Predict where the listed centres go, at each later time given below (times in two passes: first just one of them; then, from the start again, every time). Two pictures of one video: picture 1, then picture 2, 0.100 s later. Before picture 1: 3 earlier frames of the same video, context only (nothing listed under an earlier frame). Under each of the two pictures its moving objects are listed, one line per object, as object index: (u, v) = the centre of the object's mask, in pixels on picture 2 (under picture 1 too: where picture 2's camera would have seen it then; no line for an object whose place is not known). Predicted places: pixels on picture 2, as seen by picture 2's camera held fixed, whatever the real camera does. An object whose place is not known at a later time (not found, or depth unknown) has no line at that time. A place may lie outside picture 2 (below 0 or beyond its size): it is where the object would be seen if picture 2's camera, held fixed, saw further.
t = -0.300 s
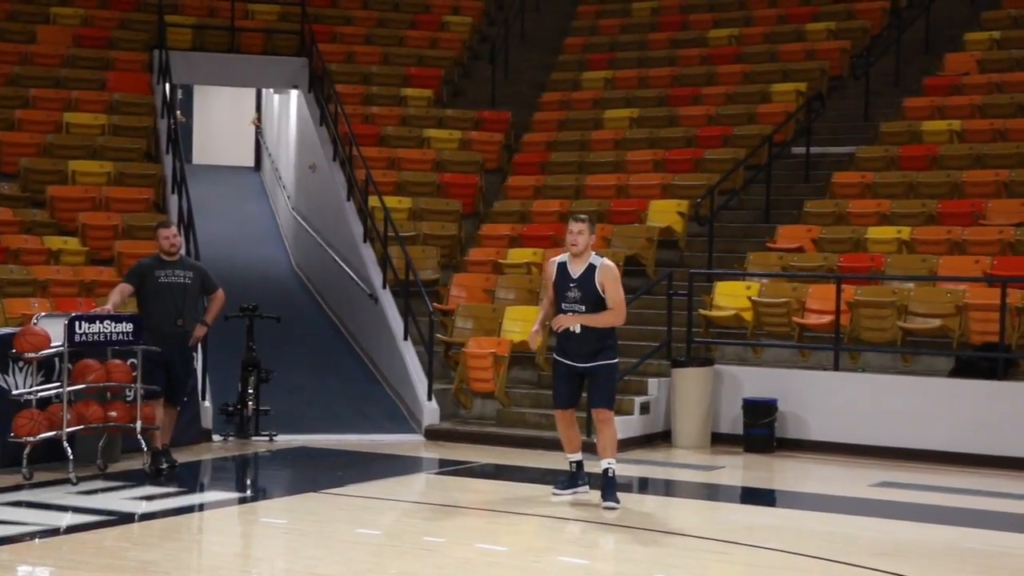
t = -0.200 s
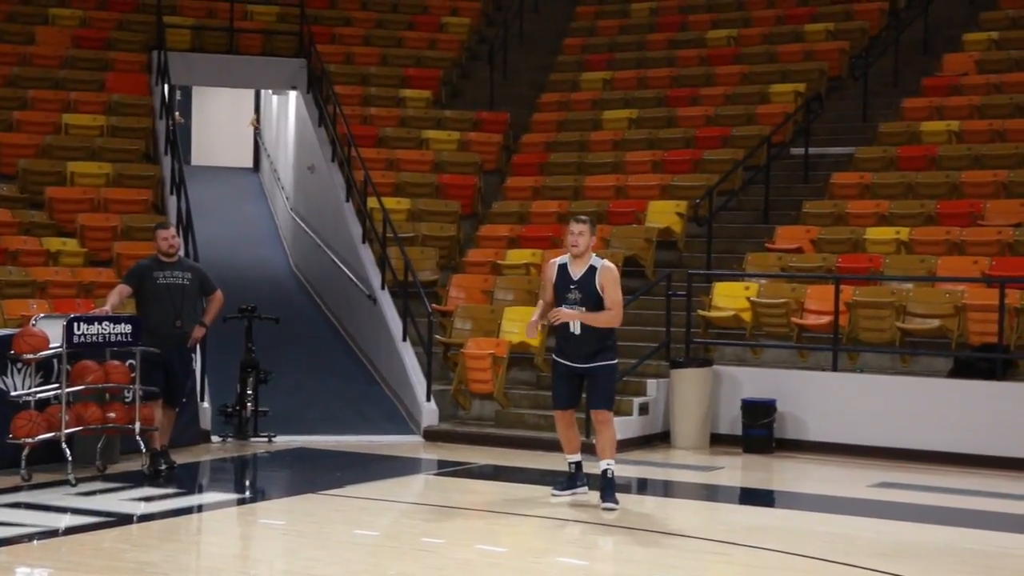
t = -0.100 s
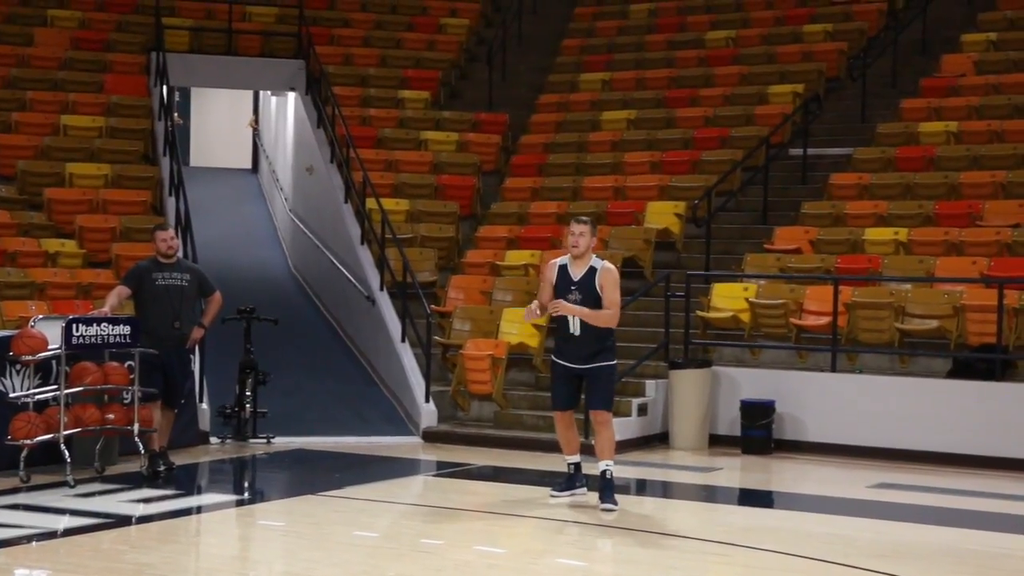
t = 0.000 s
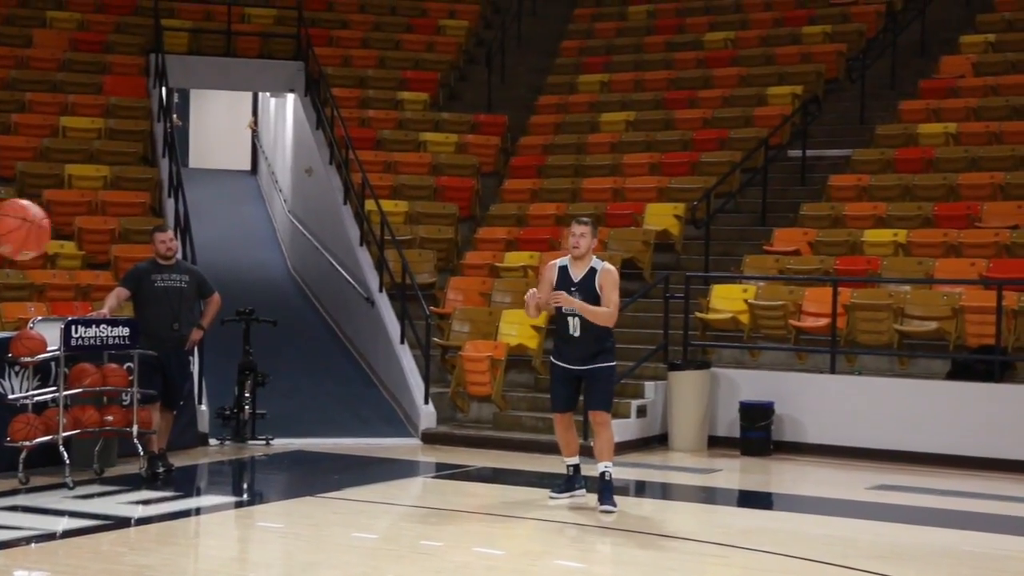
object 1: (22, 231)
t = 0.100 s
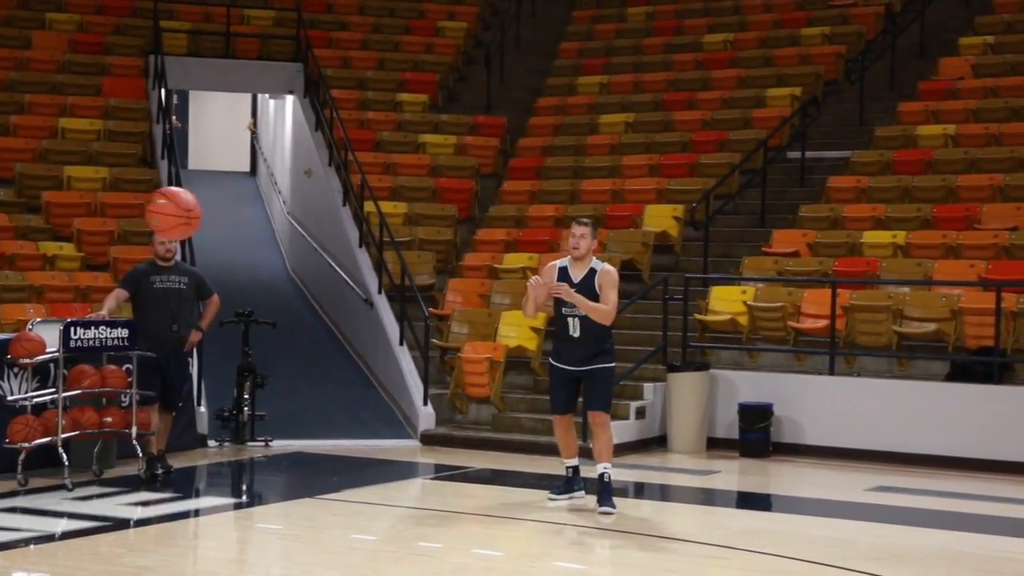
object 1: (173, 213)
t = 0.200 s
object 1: (293, 217)
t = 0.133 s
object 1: (217, 212)
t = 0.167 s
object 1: (256, 214)
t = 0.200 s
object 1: (293, 217)
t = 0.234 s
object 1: (327, 222)
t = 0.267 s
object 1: (359, 228)
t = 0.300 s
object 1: (389, 237)
